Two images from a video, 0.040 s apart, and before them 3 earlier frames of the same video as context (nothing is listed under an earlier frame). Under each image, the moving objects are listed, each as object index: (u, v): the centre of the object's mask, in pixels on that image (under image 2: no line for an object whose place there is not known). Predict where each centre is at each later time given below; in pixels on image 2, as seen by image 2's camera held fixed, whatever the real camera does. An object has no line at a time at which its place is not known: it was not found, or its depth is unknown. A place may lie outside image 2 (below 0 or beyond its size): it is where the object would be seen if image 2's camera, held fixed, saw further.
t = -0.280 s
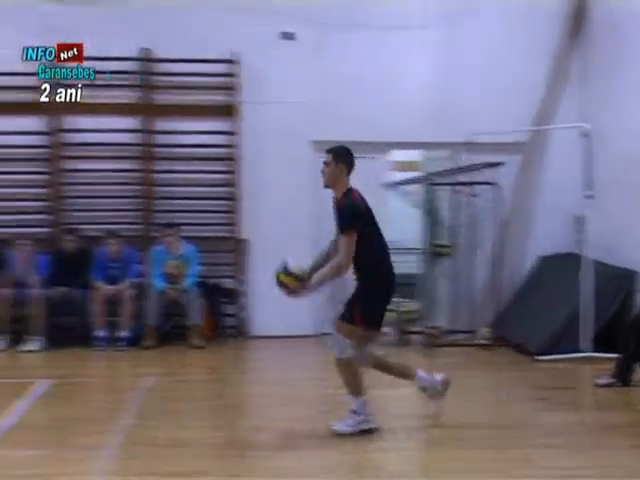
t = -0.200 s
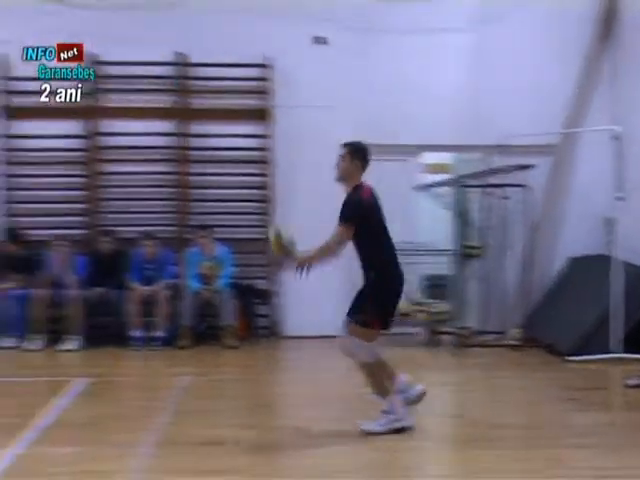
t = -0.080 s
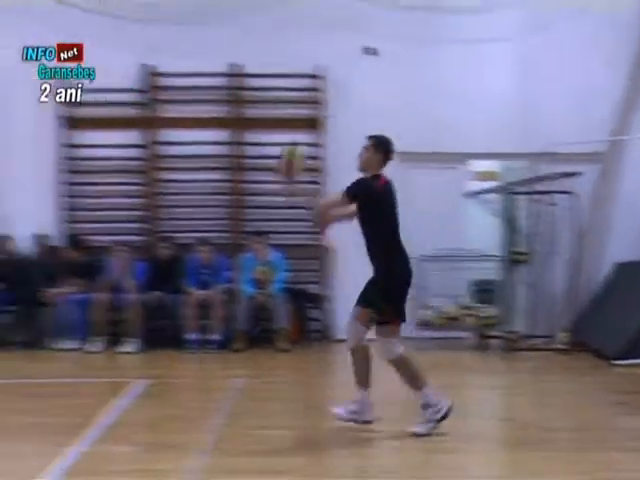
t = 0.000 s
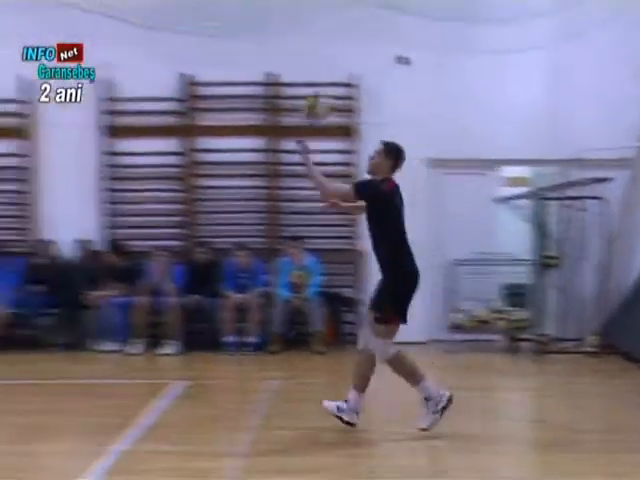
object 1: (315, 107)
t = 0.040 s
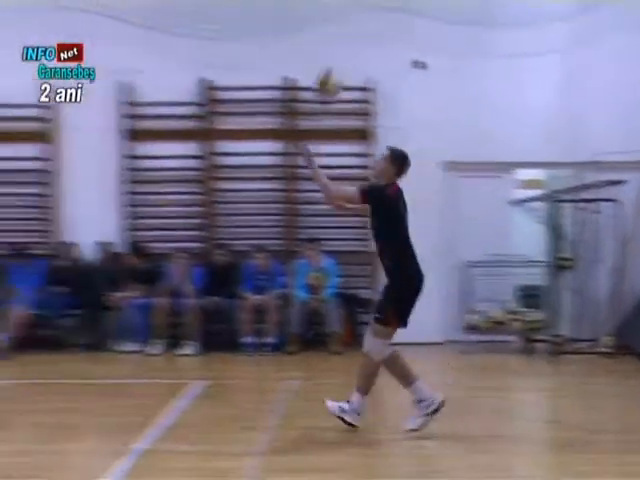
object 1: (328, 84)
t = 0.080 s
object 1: (322, 64)
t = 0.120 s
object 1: (317, 44)
